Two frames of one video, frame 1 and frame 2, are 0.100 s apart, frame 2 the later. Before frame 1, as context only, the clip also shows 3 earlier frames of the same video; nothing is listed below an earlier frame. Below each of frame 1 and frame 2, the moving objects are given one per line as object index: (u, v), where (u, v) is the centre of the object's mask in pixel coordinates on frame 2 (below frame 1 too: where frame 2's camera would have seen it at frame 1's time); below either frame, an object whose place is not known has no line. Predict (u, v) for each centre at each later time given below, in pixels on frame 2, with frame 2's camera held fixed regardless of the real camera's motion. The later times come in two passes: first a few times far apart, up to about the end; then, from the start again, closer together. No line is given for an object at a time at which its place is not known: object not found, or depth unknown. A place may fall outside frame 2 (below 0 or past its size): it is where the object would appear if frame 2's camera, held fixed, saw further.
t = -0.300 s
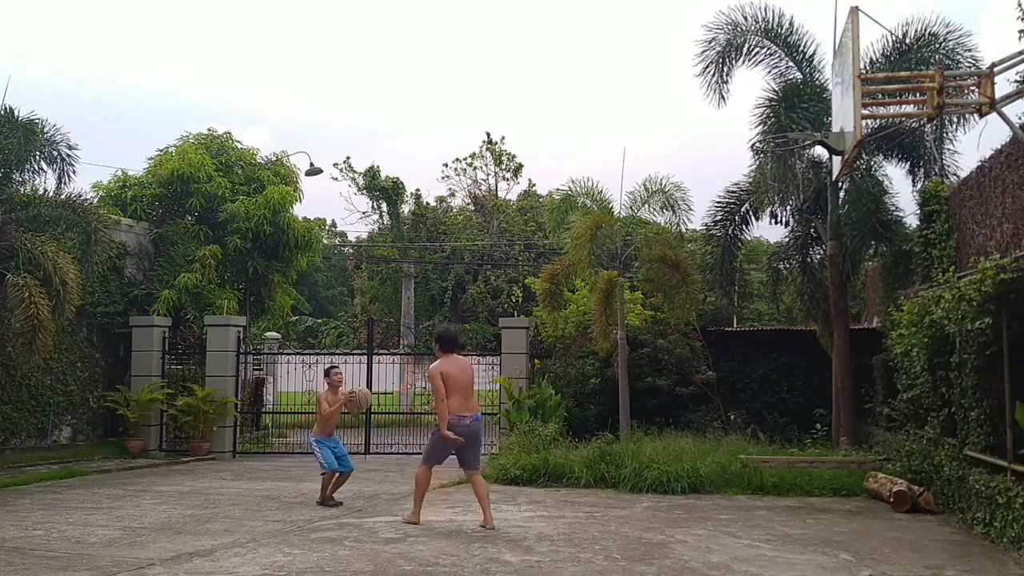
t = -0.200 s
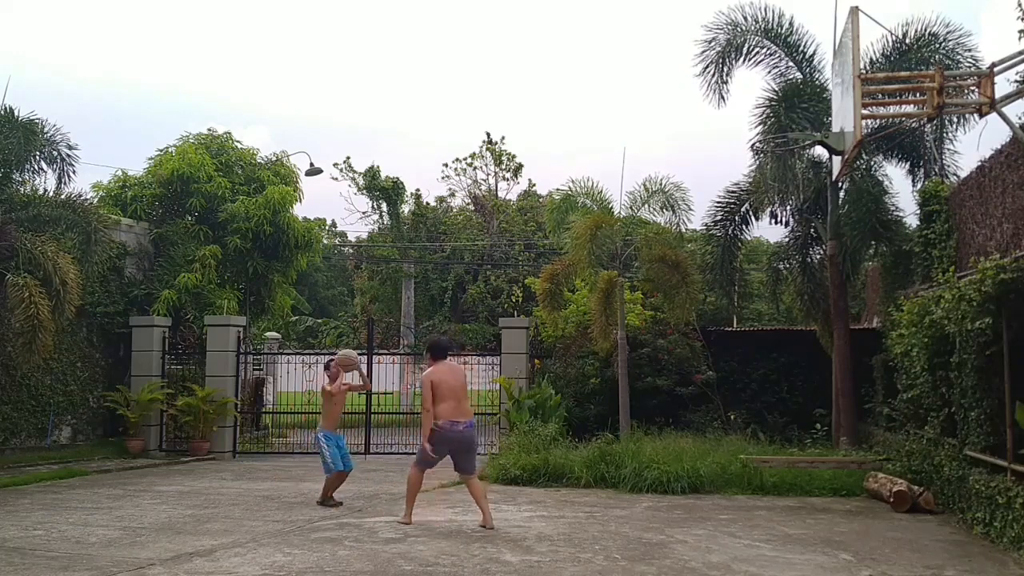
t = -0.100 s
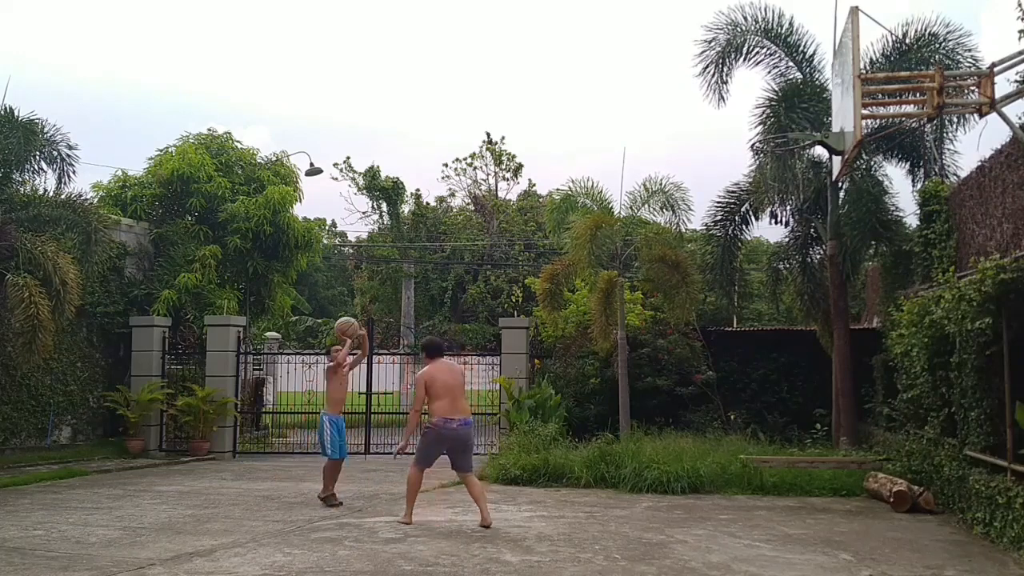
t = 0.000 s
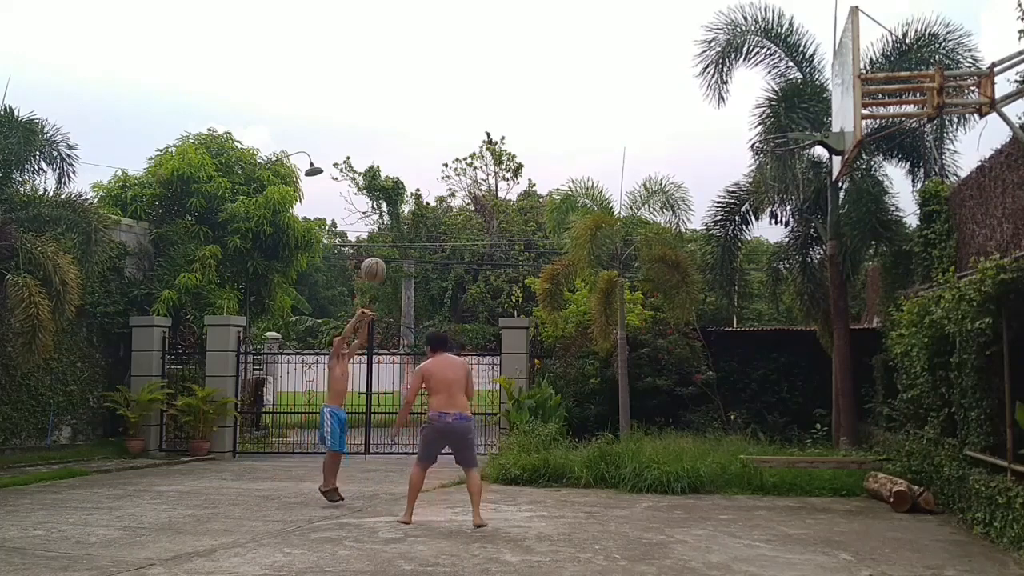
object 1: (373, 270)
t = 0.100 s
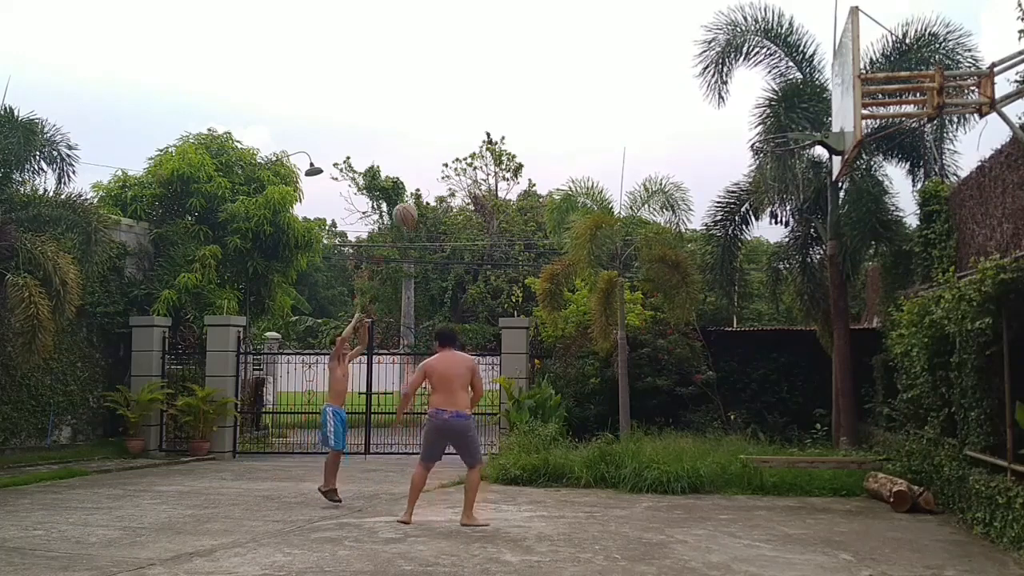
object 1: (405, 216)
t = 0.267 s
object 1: (459, 140)
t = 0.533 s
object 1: (556, 65)
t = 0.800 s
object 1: (668, 60)
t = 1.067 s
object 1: (797, 149)
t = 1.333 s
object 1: (748, 248)
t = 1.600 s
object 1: (713, 403)
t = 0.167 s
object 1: (426, 183)
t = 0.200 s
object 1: (437, 168)
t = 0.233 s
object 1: (448, 154)
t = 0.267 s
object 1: (459, 140)
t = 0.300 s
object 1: (471, 128)
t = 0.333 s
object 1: (483, 116)
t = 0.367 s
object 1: (494, 105)
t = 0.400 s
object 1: (506, 95)
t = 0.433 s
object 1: (518, 86)
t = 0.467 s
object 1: (531, 78)
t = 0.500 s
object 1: (543, 71)
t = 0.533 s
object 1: (556, 65)
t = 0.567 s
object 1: (569, 60)
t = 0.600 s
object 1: (582, 56)
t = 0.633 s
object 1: (596, 53)
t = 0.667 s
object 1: (610, 52)
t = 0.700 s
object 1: (624, 52)
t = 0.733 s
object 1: (638, 53)
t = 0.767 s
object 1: (653, 56)
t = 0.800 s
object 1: (668, 60)
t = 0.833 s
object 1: (684, 65)
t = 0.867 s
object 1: (700, 72)
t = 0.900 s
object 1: (716, 80)
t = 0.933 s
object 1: (733, 91)
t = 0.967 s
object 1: (751, 103)
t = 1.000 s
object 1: (769, 115)
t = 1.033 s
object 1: (786, 125)
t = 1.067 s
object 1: (797, 149)
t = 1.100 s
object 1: (789, 164)
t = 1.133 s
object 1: (780, 183)
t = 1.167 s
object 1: (772, 200)
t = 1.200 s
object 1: (767, 207)
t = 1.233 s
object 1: (761, 215)
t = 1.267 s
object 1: (757, 224)
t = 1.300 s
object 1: (752, 236)
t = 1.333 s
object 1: (748, 248)
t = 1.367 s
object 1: (742, 263)
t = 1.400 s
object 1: (738, 278)
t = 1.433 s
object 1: (734, 295)
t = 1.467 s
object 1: (729, 313)
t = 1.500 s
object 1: (726, 333)
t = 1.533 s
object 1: (721, 355)
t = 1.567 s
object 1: (717, 378)
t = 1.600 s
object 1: (713, 403)
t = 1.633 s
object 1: (710, 426)
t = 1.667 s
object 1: (705, 455)
